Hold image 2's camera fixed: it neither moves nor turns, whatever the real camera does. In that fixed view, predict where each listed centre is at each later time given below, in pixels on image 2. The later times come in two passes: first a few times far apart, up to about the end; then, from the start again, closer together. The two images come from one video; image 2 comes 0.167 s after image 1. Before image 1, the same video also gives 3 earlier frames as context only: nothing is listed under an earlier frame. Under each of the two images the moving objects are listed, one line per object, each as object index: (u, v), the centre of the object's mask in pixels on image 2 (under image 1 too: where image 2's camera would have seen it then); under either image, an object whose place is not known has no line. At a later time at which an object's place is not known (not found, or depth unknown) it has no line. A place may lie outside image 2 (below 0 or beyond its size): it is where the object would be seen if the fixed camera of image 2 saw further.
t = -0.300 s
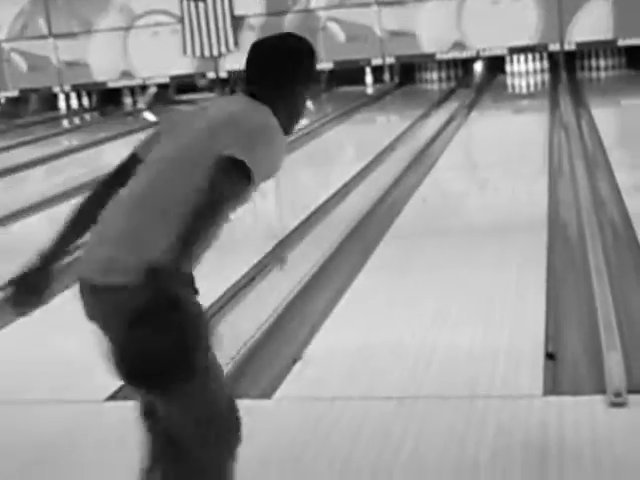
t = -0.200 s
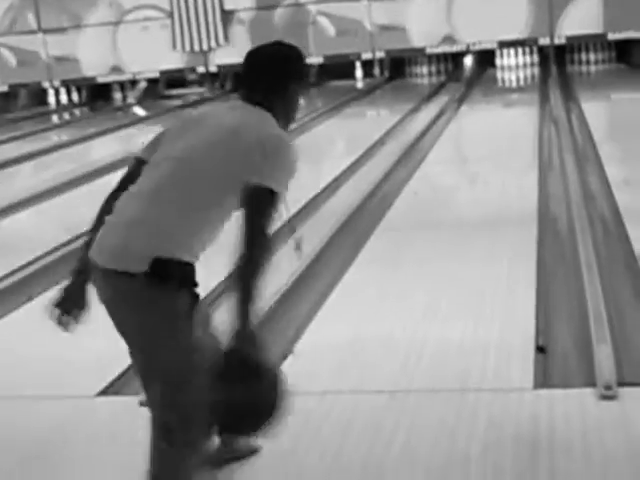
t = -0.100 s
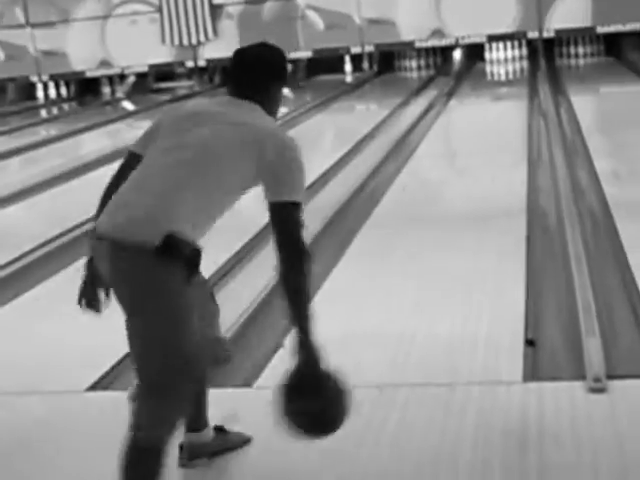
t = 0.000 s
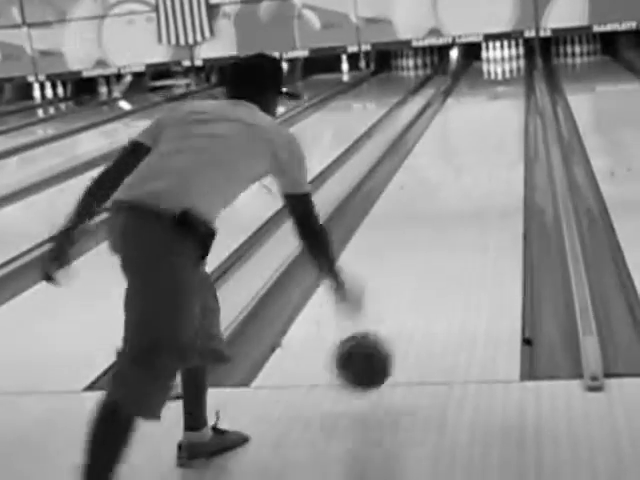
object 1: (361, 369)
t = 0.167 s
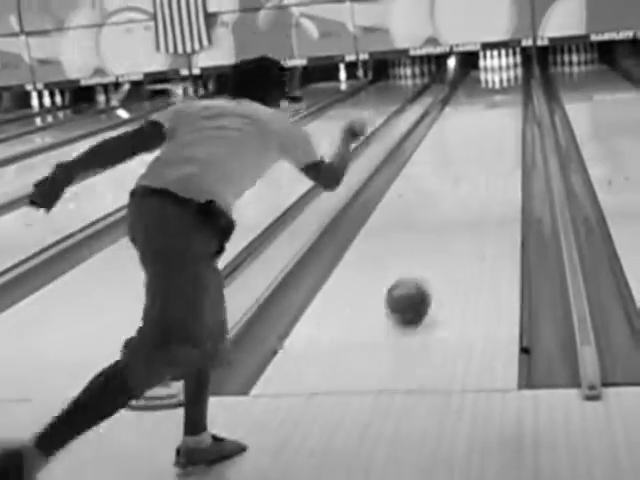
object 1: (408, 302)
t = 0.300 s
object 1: (431, 252)
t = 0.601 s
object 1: (461, 183)
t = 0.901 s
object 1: (478, 144)
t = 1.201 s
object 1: (489, 118)
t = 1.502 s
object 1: (497, 102)
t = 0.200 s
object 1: (414, 288)
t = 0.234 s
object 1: (421, 275)
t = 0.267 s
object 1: (426, 263)
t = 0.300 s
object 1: (431, 252)
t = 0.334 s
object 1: (436, 242)
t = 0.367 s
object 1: (440, 233)
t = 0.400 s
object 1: (444, 225)
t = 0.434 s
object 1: (447, 217)
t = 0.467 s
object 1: (450, 209)
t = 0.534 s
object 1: (457, 195)
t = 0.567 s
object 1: (459, 189)
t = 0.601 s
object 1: (461, 183)
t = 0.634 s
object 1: (464, 178)
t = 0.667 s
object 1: (466, 173)
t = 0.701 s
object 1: (468, 168)
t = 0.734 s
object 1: (470, 164)
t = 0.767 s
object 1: (472, 159)
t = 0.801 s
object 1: (474, 156)
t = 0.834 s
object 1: (476, 152)
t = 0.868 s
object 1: (477, 148)
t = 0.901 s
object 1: (478, 144)
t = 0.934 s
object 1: (480, 141)
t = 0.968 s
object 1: (482, 138)
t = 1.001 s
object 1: (483, 134)
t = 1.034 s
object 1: (484, 132)
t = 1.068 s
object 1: (485, 129)
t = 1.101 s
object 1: (486, 126)
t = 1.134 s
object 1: (488, 123)
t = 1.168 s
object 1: (488, 121)
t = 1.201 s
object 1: (489, 118)
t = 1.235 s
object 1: (491, 116)
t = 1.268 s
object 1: (491, 114)
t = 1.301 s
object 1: (492, 112)
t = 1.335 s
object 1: (492, 110)
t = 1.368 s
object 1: (494, 108)
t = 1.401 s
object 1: (495, 106)
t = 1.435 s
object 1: (496, 105)
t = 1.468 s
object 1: (496, 103)
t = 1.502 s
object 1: (497, 102)
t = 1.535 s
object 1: (497, 99)
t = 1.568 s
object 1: (499, 99)
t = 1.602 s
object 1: (499, 100)
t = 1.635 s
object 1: (499, 99)
